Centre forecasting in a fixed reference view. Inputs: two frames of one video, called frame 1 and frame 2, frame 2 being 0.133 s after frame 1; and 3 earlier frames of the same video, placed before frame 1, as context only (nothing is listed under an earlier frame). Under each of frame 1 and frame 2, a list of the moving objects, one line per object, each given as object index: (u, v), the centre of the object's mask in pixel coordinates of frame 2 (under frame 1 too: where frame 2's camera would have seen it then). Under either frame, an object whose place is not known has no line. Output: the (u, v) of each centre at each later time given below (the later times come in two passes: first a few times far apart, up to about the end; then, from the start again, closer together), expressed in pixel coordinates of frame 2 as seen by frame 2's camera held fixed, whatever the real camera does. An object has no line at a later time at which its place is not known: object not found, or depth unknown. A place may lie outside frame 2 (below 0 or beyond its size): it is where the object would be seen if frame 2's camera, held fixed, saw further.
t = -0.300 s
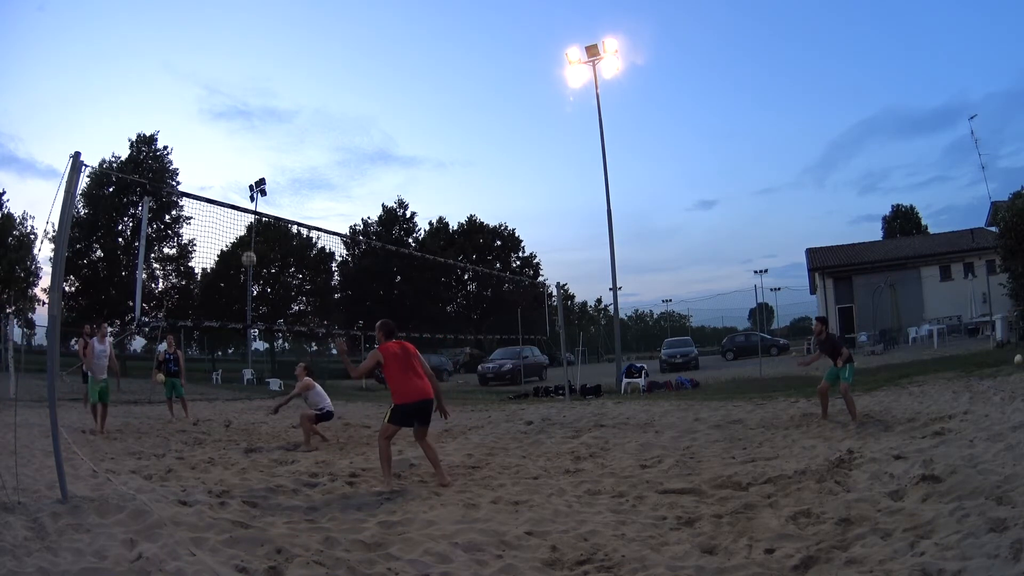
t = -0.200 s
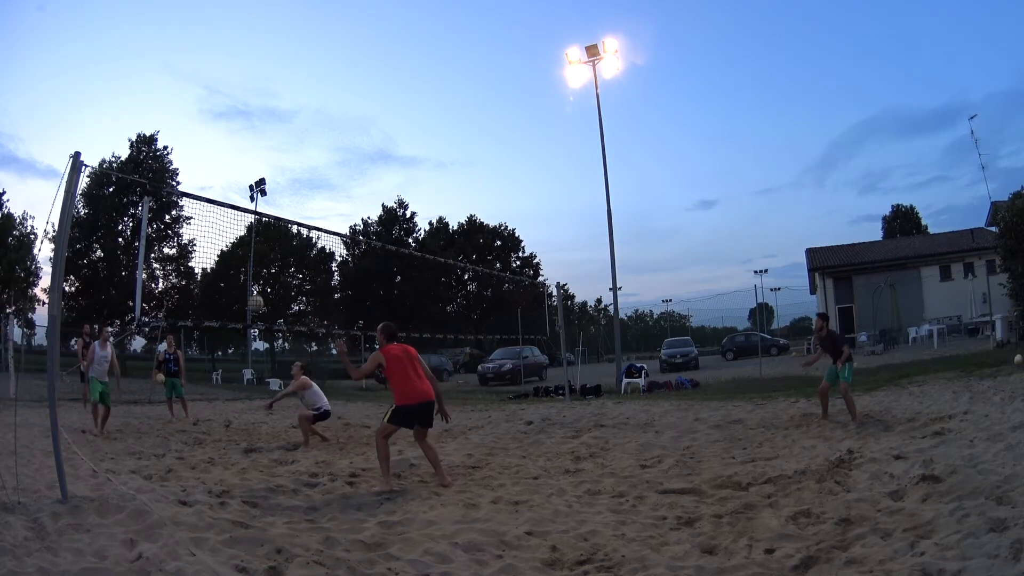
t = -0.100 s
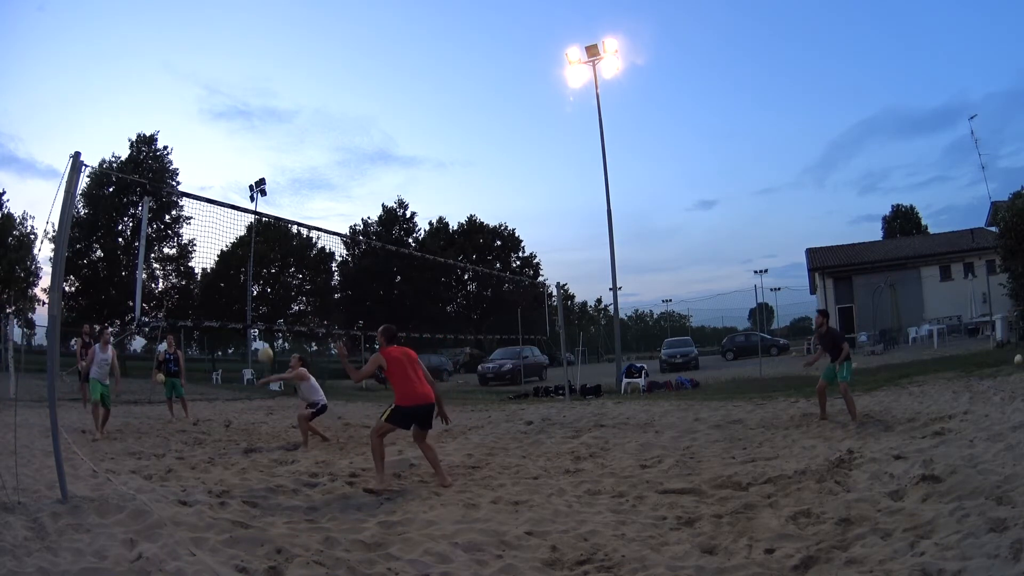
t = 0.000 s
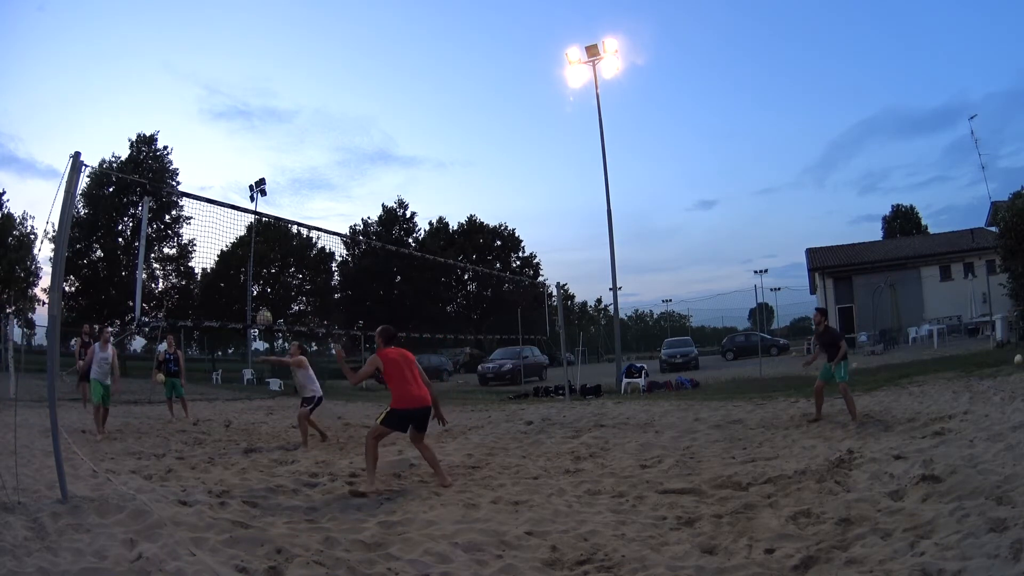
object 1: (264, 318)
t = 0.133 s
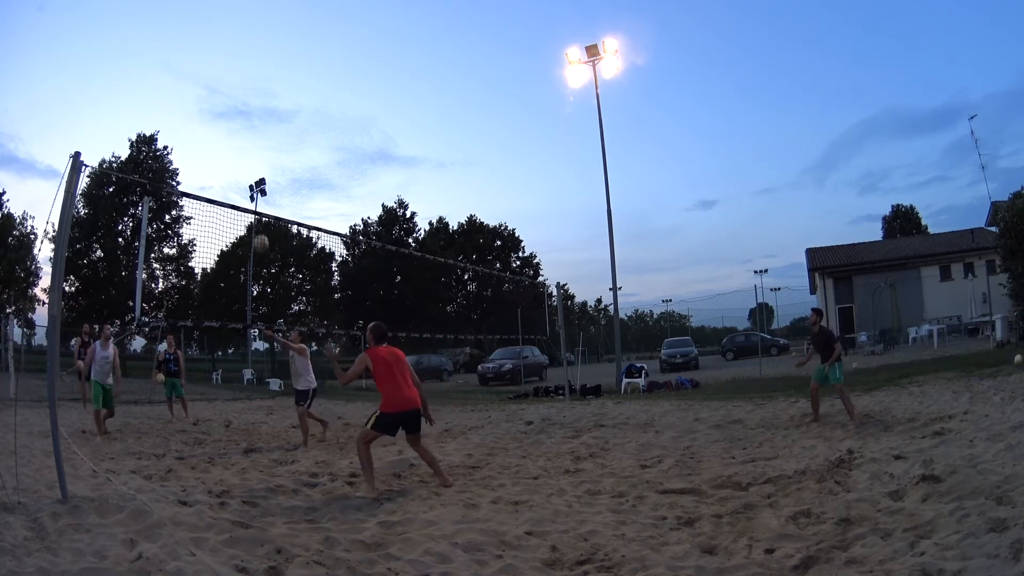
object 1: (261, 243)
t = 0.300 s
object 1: (259, 170)
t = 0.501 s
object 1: (256, 112)
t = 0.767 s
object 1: (247, 74)
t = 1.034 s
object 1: (227, 80)
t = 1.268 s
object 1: (198, 129)
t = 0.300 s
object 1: (259, 170)
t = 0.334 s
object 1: (258, 158)
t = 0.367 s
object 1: (258, 147)
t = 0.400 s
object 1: (257, 137)
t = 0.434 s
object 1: (257, 128)
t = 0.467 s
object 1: (256, 119)
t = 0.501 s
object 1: (256, 112)
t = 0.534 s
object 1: (255, 104)
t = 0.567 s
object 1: (254, 98)
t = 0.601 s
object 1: (253, 92)
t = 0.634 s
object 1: (252, 87)
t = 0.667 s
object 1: (251, 83)
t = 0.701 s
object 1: (250, 79)
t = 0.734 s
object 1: (248, 76)
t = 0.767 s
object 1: (247, 74)
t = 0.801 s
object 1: (245, 72)
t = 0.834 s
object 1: (243, 71)
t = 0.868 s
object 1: (241, 71)
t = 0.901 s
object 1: (238, 72)
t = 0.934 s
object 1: (236, 73)
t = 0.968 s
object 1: (233, 74)
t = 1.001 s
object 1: (230, 77)
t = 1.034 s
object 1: (227, 80)
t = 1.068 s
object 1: (223, 84)
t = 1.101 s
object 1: (220, 89)
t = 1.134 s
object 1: (216, 95)
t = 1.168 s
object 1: (212, 102)
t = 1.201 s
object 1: (207, 110)
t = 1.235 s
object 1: (203, 119)
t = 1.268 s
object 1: (198, 129)
